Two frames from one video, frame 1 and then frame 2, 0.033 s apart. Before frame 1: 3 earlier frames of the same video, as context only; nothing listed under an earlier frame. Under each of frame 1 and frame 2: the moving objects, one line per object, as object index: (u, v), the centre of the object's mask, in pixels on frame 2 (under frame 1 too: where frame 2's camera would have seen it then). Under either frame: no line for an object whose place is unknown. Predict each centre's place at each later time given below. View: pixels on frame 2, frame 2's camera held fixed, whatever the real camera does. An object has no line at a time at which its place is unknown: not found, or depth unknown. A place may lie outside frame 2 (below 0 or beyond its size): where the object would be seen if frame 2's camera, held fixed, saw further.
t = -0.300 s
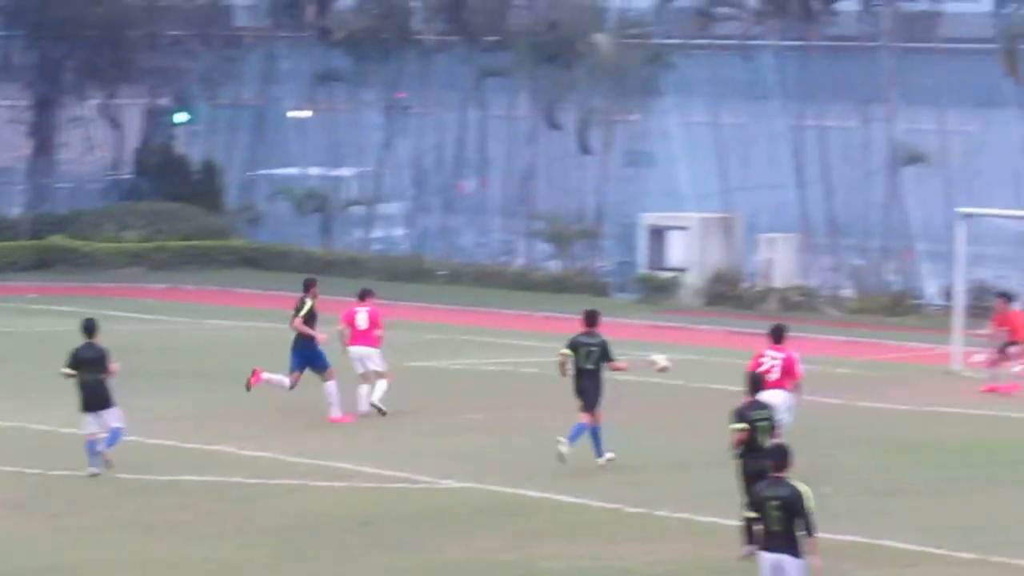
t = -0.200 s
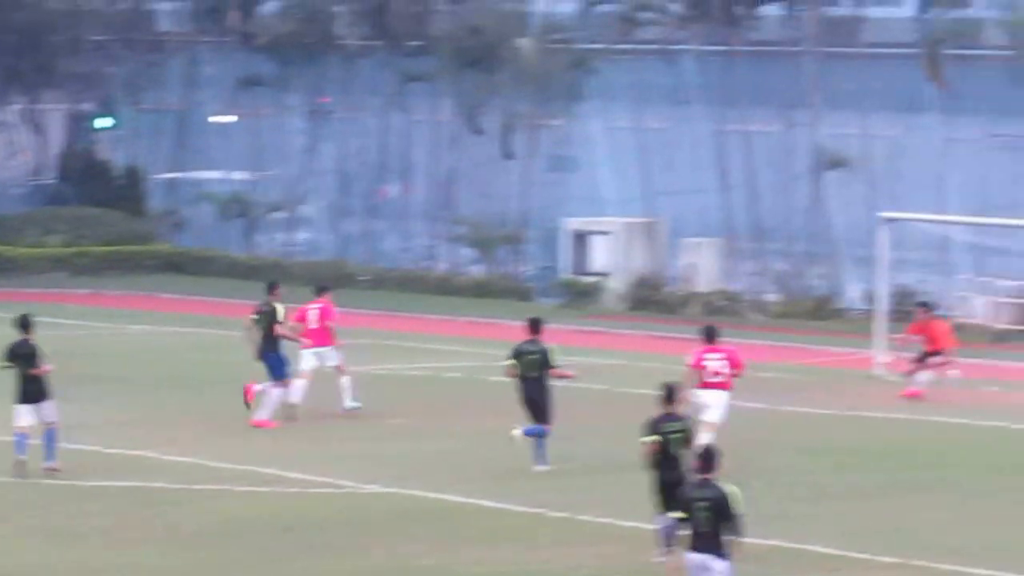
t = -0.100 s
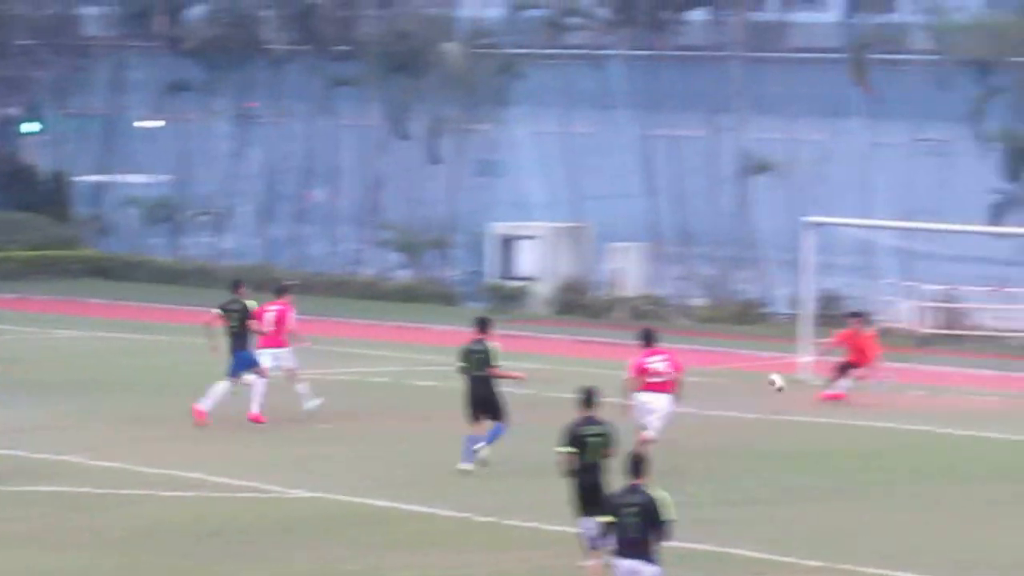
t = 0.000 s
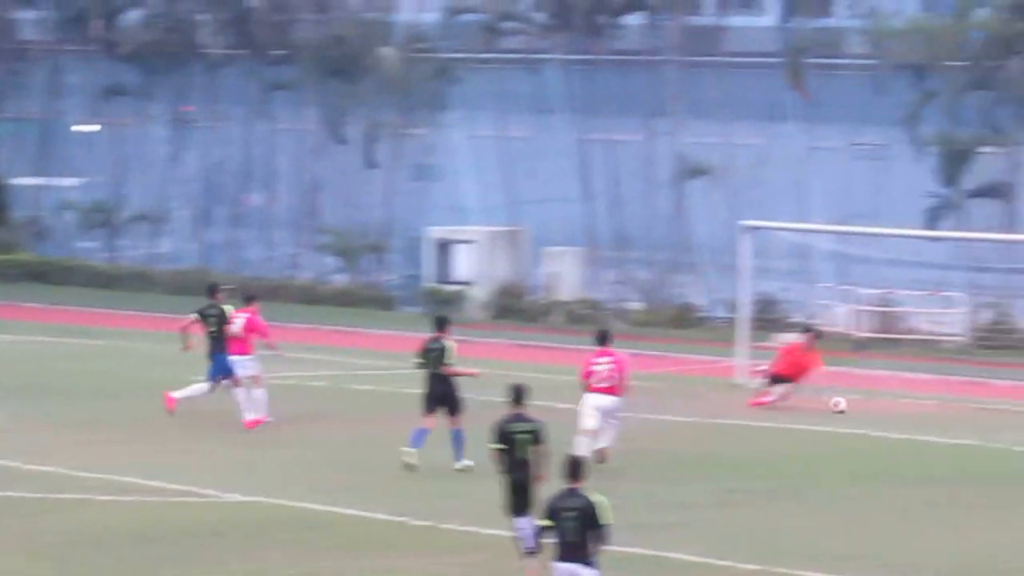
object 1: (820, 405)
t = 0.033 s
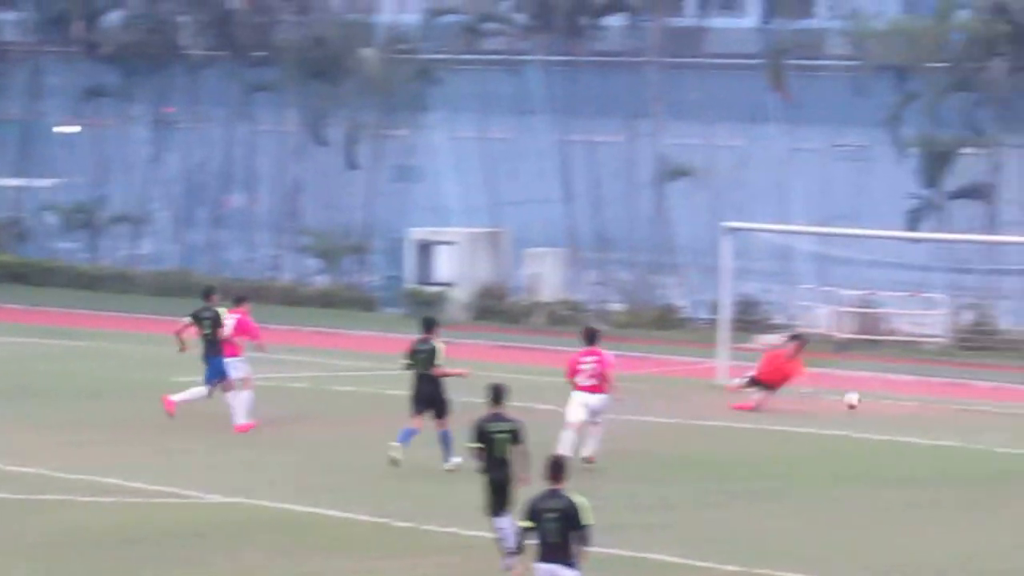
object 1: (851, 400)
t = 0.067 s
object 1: (883, 396)
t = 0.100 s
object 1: (913, 391)
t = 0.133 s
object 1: (945, 388)
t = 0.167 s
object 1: (976, 386)
